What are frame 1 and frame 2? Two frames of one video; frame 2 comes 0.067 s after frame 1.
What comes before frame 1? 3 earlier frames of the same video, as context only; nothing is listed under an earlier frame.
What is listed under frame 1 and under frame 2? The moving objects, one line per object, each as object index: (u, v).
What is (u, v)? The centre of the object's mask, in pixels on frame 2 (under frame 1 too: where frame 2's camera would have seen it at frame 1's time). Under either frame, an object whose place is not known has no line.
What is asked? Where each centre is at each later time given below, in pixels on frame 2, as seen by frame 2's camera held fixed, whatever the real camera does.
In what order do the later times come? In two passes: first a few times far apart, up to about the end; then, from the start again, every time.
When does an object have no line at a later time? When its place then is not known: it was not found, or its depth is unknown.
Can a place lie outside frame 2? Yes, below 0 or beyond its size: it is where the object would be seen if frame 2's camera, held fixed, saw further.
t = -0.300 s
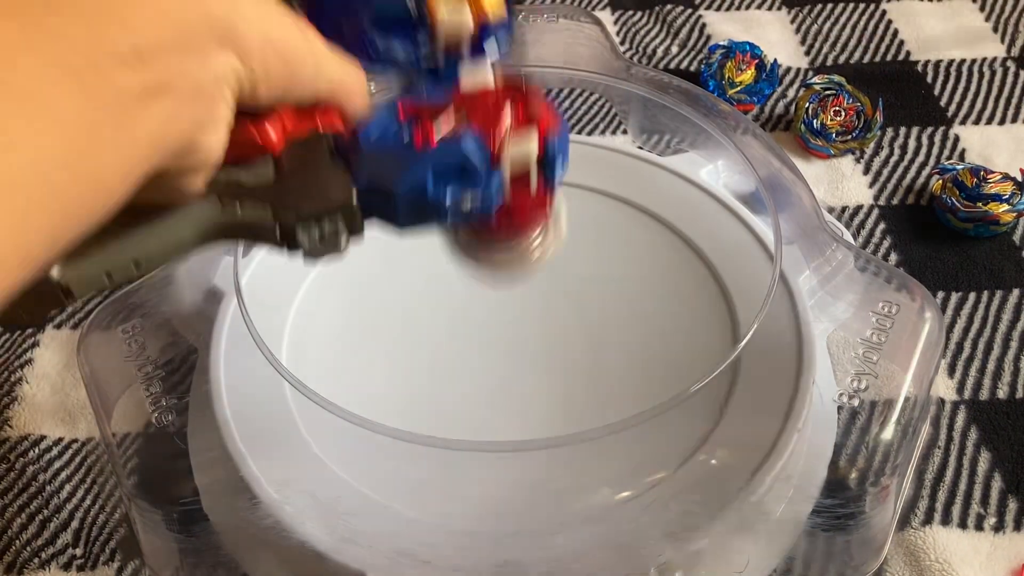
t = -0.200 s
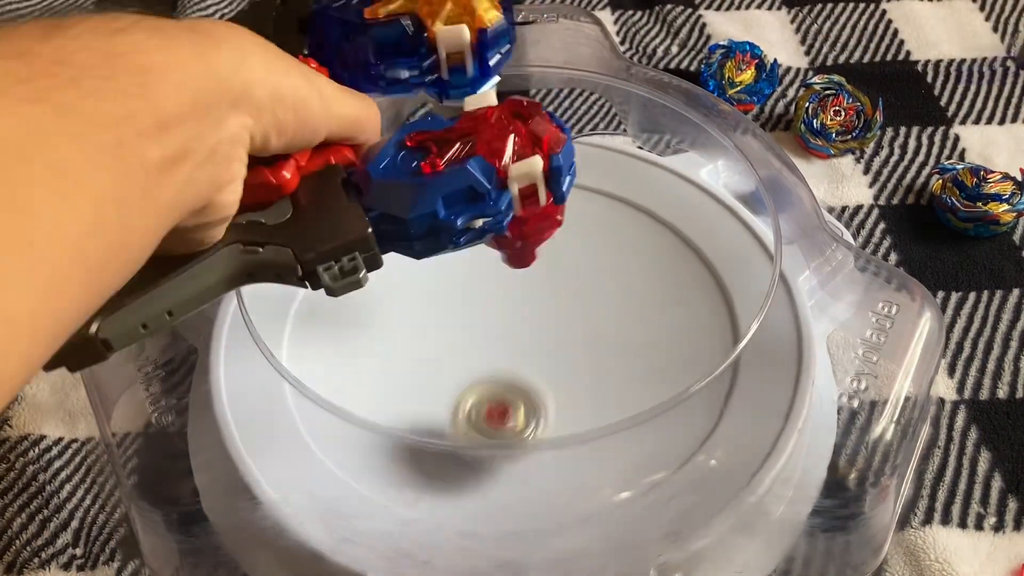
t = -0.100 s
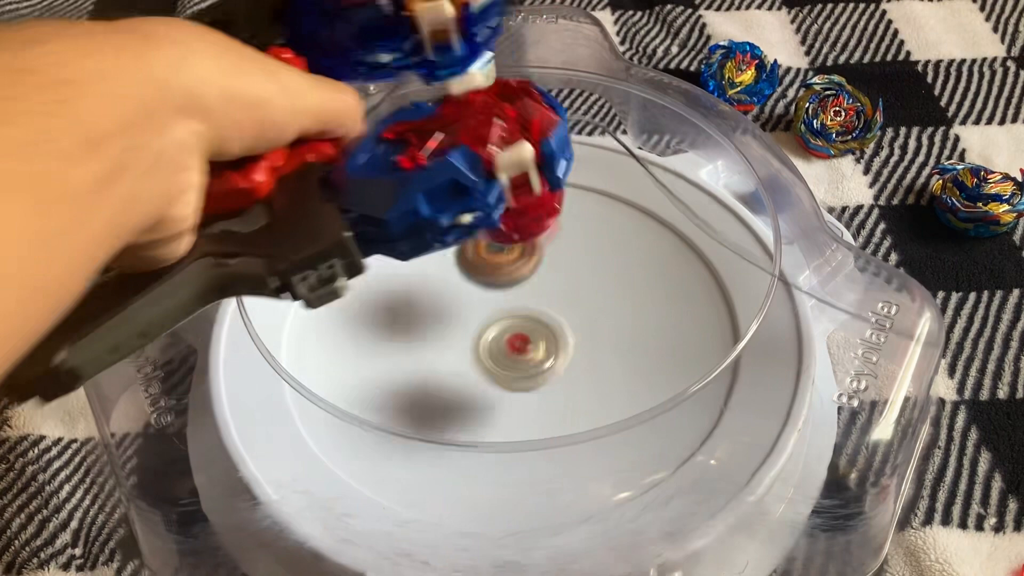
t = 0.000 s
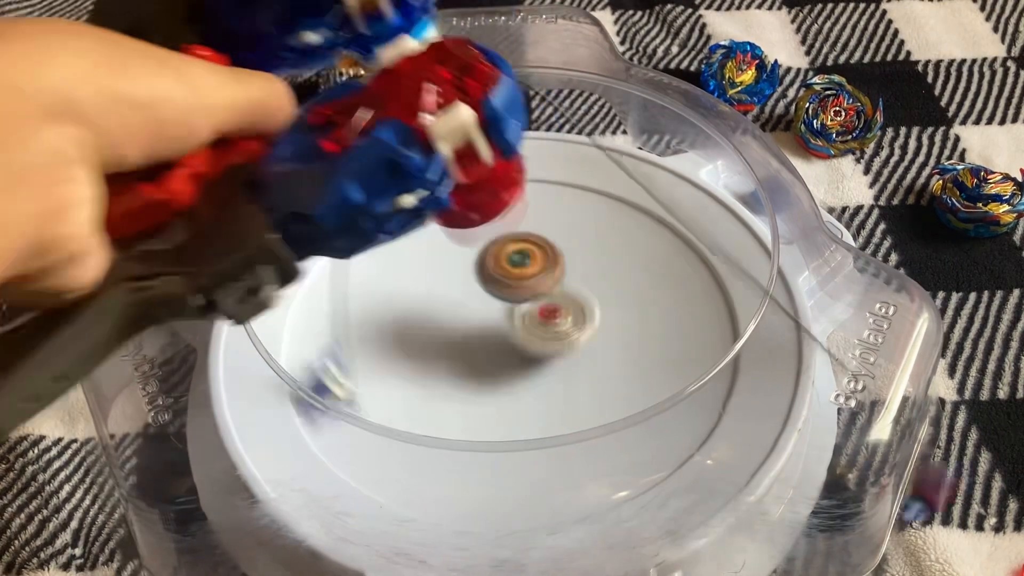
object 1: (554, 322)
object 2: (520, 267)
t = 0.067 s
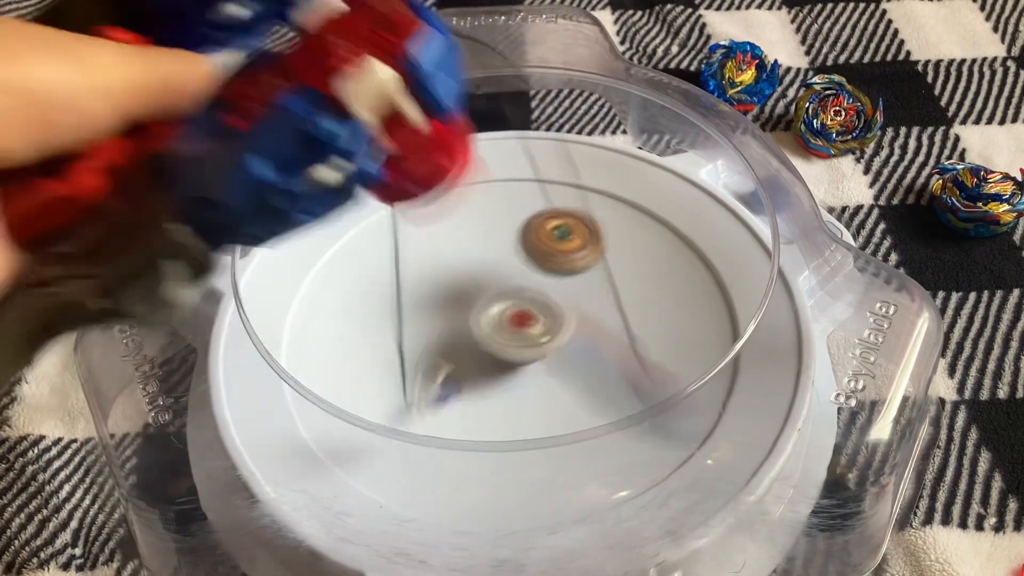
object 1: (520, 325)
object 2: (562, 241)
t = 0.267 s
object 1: (406, 360)
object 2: (649, 216)
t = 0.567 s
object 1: (462, 375)
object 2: (608, 399)
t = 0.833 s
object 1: (457, 281)
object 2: (430, 407)
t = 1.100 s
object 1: (313, 224)
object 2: (486, 427)
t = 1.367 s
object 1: (336, 240)
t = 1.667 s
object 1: (584, 274)
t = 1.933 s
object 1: (620, 159)
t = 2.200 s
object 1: (490, 216)
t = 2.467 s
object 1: (551, 432)
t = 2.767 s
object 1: (775, 352)
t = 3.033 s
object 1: (622, 237)
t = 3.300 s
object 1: (621, 148)
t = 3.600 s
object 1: (467, 301)
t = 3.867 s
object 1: (631, 432)
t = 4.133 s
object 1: (640, 320)
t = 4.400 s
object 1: (422, 319)
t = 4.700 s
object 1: (392, 433)
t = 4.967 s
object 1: (521, 321)
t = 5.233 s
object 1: (435, 224)
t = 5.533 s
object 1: (421, 320)
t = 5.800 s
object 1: (615, 298)
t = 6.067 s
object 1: (571, 216)
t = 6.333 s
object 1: (468, 345)
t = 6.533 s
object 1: (544, 426)
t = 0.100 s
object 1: (503, 331)
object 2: (585, 239)
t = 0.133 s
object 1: (477, 338)
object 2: (604, 221)
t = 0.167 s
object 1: (456, 342)
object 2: (616, 211)
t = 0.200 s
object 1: (436, 347)
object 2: (629, 211)
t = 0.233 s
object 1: (419, 353)
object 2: (640, 209)
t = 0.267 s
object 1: (406, 360)
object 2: (649, 216)
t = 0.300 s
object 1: (398, 364)
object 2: (657, 227)
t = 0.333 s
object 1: (395, 371)
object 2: (663, 244)
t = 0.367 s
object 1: (398, 376)
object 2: (667, 263)
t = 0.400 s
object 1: (405, 380)
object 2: (669, 286)
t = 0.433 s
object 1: (414, 383)
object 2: (667, 310)
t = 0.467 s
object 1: (426, 384)
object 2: (658, 335)
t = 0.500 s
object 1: (441, 384)
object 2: (647, 357)
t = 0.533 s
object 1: (451, 380)
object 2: (630, 378)
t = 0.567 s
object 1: (462, 375)
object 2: (608, 399)
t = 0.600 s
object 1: (473, 368)
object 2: (585, 412)
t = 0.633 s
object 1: (481, 359)
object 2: (561, 424)
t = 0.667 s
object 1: (487, 349)
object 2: (535, 431)
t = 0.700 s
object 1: (490, 334)
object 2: (508, 435)
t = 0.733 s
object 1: (489, 319)
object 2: (486, 433)
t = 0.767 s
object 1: (482, 304)
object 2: (463, 429)
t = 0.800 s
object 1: (472, 291)
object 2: (446, 413)
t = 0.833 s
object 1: (457, 281)
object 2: (430, 407)
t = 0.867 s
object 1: (438, 273)
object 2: (417, 399)
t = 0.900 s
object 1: (420, 269)
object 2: (408, 390)
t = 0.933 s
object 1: (402, 270)
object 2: (401, 378)
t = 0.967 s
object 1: (384, 277)
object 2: (399, 366)
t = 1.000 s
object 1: (371, 284)
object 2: (401, 358)
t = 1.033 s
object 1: (343, 260)
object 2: (428, 382)
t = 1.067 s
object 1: (322, 237)
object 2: (458, 406)
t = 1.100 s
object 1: (313, 224)
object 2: (486, 427)
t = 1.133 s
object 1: (308, 223)
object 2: (511, 441)
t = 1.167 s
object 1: (301, 214)
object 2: (532, 452)
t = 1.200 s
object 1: (295, 211)
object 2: (547, 459)
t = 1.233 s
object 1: (294, 212)
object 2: (557, 466)
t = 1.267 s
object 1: (299, 215)
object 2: (561, 471)
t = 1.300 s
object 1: (306, 220)
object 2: (561, 472)
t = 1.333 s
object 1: (318, 228)
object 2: (556, 474)
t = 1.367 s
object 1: (336, 240)
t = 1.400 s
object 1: (354, 255)
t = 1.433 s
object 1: (375, 270)
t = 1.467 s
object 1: (402, 282)
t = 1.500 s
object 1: (432, 291)
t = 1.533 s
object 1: (465, 296)
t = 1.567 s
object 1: (498, 296)
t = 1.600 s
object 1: (531, 291)
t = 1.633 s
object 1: (559, 285)
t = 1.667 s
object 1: (584, 274)
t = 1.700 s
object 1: (607, 261)
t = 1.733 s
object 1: (626, 246)
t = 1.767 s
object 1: (639, 231)
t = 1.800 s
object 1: (646, 214)
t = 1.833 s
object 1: (646, 197)
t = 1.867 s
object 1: (639, 181)
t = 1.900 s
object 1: (631, 170)
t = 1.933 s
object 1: (620, 159)
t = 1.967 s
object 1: (611, 150)
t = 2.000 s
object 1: (600, 144)
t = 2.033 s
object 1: (588, 143)
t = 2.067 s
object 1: (572, 147)
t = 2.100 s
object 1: (557, 152)
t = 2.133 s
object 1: (534, 172)
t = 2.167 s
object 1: (510, 191)
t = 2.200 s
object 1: (490, 216)
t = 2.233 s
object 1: (472, 245)
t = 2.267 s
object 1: (462, 276)
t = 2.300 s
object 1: (461, 310)
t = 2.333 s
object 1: (467, 339)
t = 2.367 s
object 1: (477, 368)
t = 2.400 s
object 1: (495, 392)
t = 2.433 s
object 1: (521, 408)
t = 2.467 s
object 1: (551, 432)
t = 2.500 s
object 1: (583, 440)
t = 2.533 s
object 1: (624, 445)
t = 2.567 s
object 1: (664, 438)
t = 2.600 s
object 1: (700, 430)
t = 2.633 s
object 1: (731, 423)
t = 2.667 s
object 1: (760, 413)
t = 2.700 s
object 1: (775, 394)
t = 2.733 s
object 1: (778, 374)
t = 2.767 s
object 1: (775, 352)
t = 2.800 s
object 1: (768, 332)
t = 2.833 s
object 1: (750, 313)
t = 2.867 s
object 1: (723, 301)
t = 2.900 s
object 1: (700, 290)
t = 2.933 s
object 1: (665, 277)
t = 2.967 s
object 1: (627, 269)
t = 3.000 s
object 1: (592, 264)
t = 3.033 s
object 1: (622, 237)
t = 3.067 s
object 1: (650, 208)
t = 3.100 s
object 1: (661, 189)
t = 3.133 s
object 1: (661, 181)
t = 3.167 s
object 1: (661, 170)
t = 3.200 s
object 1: (653, 162)
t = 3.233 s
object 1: (643, 154)
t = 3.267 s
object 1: (633, 147)
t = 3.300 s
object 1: (621, 148)
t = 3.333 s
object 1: (609, 149)
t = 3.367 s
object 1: (591, 155)
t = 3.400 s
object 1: (570, 169)
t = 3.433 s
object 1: (546, 181)
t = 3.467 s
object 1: (520, 200)
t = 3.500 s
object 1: (502, 218)
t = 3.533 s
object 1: (484, 244)
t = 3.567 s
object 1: (473, 270)
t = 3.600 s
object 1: (467, 301)
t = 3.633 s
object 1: (468, 331)
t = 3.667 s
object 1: (475, 359)
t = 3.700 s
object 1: (492, 386)
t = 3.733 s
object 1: (514, 403)
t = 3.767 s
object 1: (539, 421)
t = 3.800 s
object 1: (568, 430)
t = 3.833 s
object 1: (600, 435)
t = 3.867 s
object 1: (631, 432)
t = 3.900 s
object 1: (653, 427)
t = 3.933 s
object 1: (675, 416)
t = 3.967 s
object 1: (690, 402)
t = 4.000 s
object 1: (696, 382)
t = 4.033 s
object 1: (693, 364)
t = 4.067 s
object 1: (681, 346)
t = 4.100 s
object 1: (663, 333)
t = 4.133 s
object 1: (640, 320)
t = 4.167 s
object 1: (612, 311)
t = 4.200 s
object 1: (581, 303)
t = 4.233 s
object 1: (551, 300)
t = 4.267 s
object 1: (522, 298)
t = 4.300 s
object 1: (498, 298)
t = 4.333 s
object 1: (474, 302)
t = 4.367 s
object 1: (450, 308)
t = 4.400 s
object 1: (422, 319)
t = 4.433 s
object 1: (397, 330)
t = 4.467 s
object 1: (377, 345)
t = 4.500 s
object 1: (362, 358)
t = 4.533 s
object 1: (354, 370)
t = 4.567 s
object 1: (348, 385)
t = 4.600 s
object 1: (349, 400)
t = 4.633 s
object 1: (356, 415)
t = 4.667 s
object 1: (371, 426)
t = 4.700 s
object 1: (392, 433)
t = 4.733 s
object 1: (418, 433)
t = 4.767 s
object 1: (443, 428)
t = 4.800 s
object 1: (467, 418)
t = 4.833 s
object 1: (489, 402)
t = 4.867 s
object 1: (505, 384)
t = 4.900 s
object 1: (514, 363)
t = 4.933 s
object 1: (520, 342)
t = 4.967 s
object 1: (521, 321)
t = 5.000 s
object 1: (518, 301)
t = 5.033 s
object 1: (512, 283)
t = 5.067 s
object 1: (503, 268)
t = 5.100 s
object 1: (492, 254)
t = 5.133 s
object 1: (481, 243)
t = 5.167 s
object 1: (465, 234)
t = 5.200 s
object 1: (451, 227)
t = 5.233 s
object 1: (435, 224)
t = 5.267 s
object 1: (416, 222)
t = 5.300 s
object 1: (401, 225)
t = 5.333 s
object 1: (388, 234)
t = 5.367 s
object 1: (378, 244)
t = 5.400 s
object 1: (375, 258)
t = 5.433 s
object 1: (377, 275)
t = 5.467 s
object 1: (385, 290)
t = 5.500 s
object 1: (402, 307)
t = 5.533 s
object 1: (421, 320)
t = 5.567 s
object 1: (447, 331)
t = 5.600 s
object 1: (476, 338)
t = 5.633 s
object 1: (505, 340)
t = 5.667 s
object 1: (532, 338)
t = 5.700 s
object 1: (557, 332)
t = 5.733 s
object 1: (582, 323)
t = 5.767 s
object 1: (600, 312)
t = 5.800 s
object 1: (615, 298)
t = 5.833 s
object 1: (629, 282)
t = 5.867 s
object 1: (634, 267)
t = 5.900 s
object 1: (634, 252)
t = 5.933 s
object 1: (631, 238)
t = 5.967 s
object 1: (622, 226)
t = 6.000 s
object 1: (609, 218)
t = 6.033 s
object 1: (589, 215)
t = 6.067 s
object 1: (571, 216)
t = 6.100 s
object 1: (551, 221)
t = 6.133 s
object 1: (531, 232)
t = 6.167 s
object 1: (510, 245)
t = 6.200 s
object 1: (495, 263)
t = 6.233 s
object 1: (483, 282)
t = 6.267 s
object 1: (472, 304)
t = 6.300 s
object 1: (468, 326)
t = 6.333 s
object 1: (468, 345)
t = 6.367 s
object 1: (471, 364)
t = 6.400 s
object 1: (479, 383)
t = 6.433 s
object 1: (489, 396)
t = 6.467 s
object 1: (505, 405)
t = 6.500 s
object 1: (522, 413)
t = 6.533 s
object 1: (544, 426)
